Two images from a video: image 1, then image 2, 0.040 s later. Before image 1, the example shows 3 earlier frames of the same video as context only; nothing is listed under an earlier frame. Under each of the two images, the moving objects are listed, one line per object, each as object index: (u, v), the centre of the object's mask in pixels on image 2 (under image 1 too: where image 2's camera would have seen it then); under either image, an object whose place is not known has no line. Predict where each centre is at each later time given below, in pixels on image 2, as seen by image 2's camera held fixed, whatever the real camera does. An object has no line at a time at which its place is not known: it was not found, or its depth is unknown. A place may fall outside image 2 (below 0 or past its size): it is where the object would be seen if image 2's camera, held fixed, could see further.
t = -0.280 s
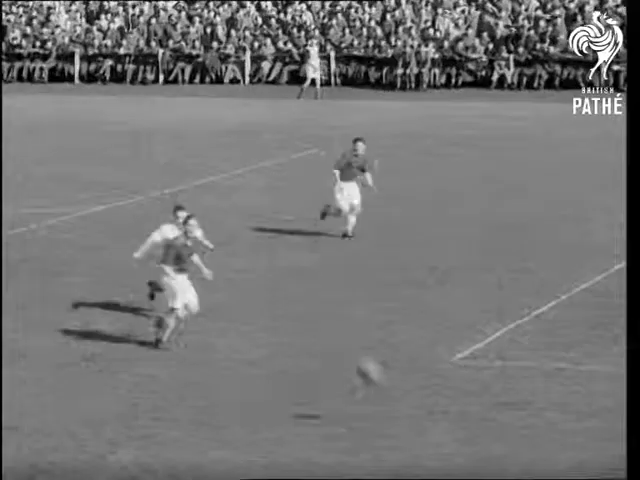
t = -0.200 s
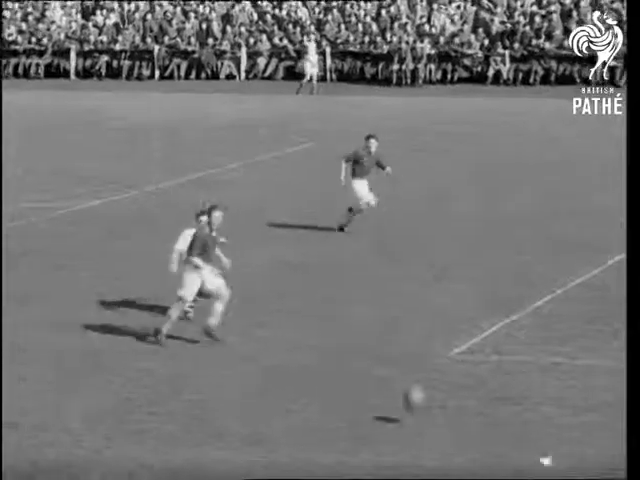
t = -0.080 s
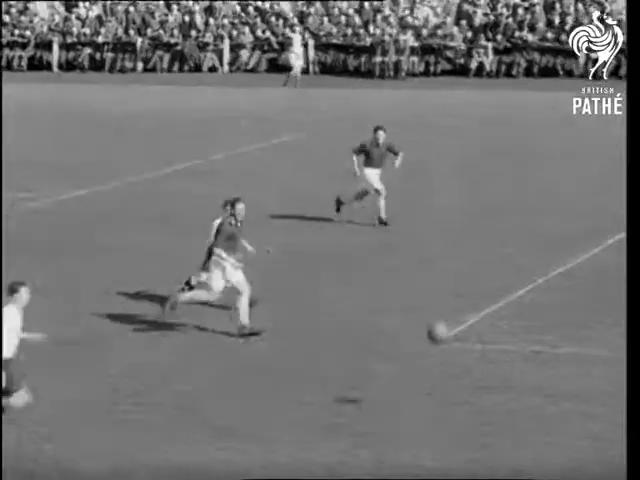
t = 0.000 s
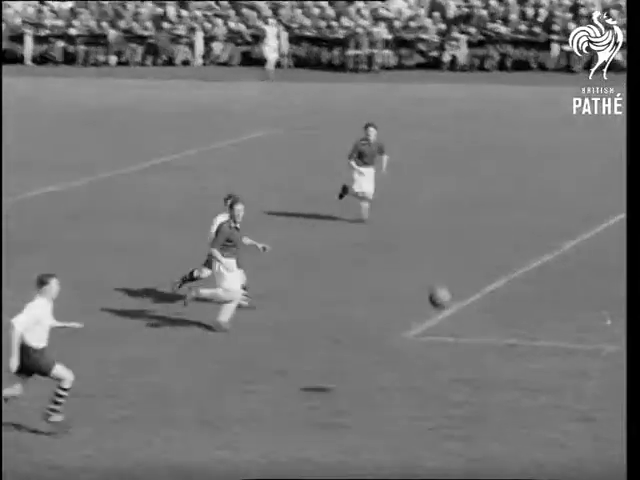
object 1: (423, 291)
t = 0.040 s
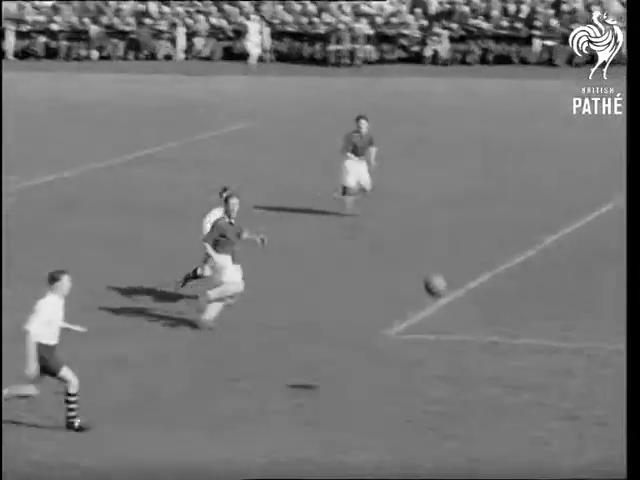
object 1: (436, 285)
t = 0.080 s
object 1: (448, 276)
